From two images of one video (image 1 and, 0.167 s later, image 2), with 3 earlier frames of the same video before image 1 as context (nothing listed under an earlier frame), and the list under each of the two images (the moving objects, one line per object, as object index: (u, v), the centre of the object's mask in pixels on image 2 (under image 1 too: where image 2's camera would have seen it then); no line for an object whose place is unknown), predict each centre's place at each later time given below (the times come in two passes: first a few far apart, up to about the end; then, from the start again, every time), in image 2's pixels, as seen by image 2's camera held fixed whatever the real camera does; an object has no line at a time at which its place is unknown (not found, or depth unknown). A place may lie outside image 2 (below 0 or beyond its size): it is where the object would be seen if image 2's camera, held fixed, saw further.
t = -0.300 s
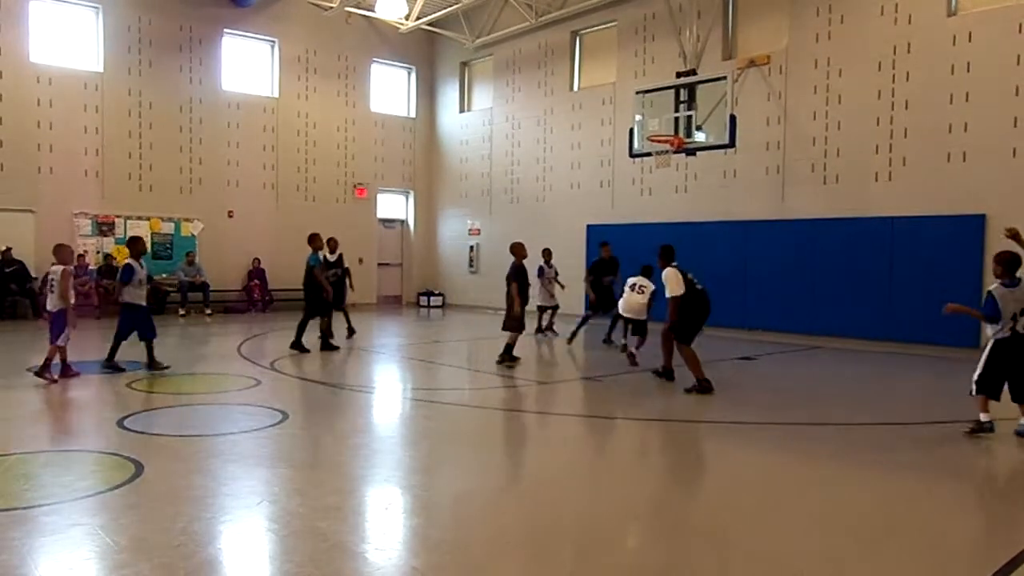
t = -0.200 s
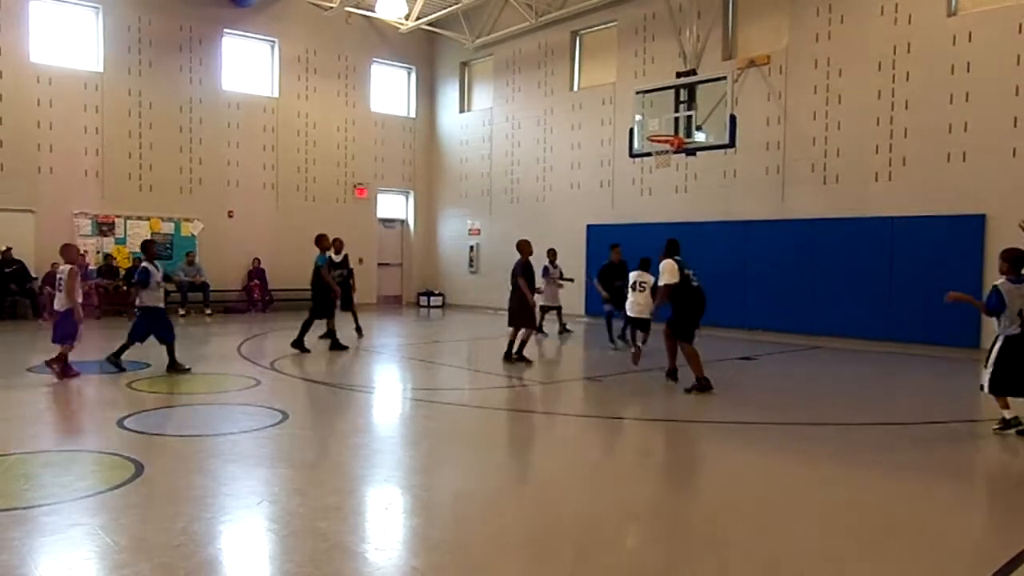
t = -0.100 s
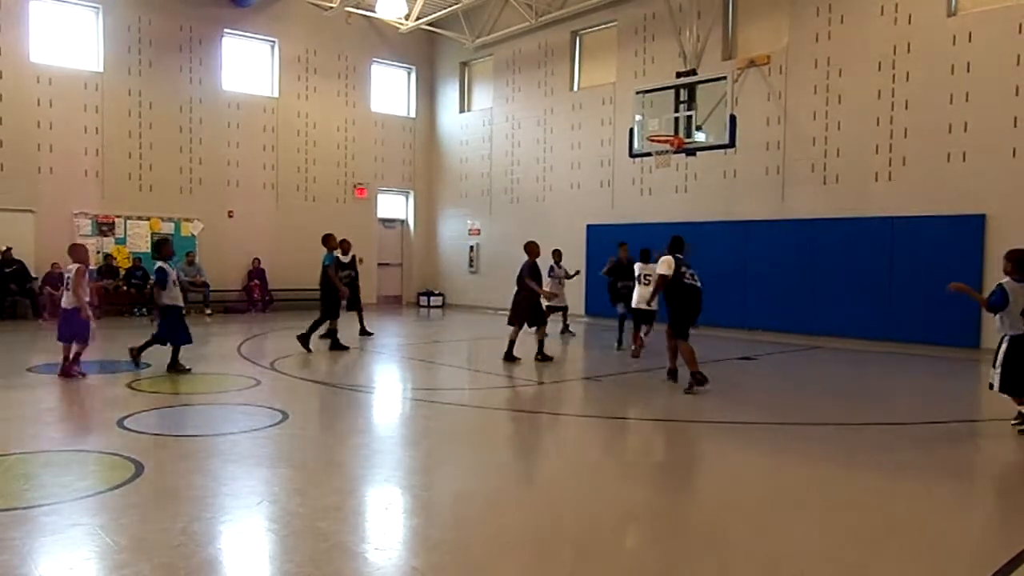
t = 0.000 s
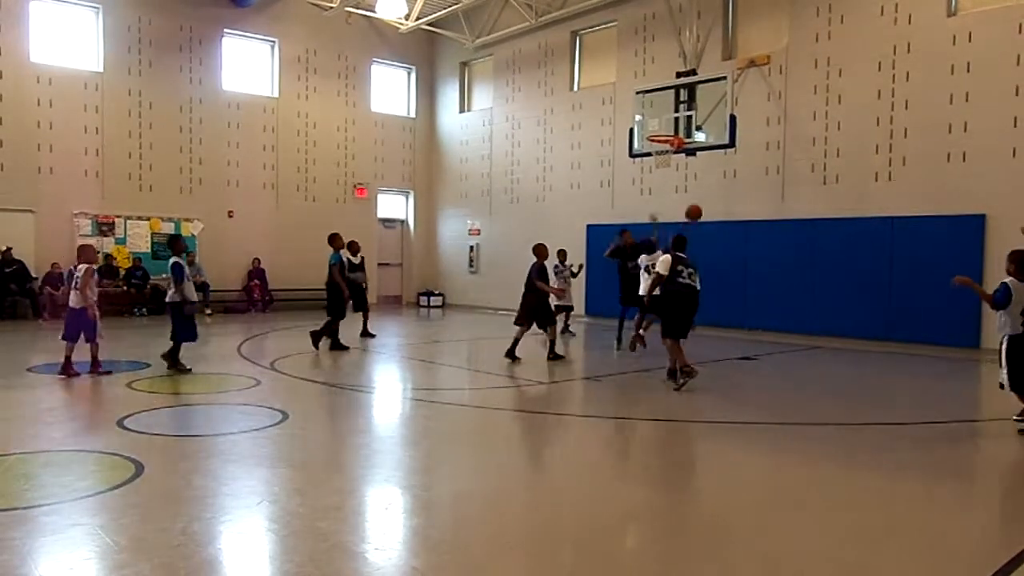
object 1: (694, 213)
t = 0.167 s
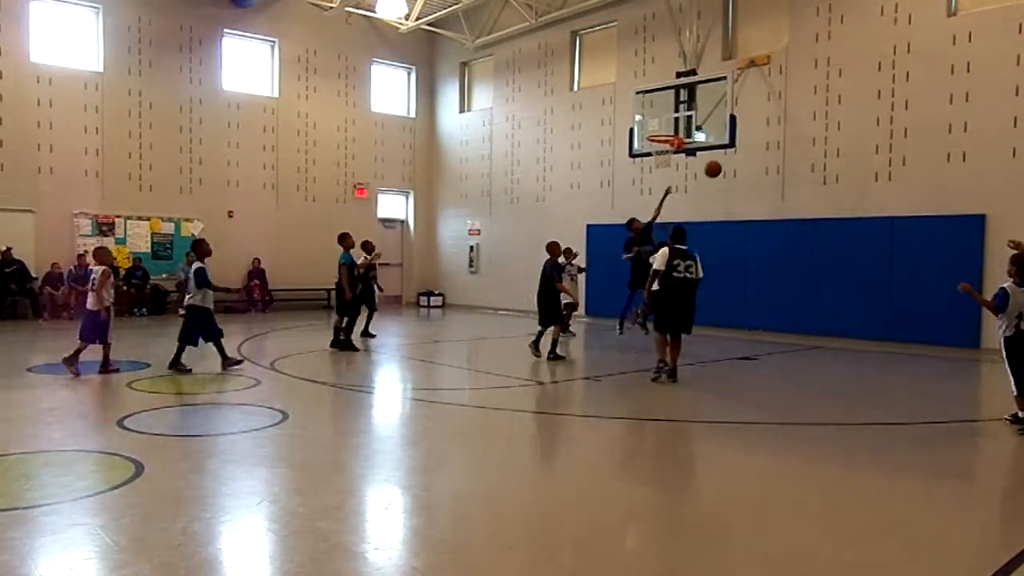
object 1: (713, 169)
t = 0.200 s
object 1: (717, 163)
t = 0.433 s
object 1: (742, 144)
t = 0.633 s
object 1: (760, 158)
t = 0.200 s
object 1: (717, 163)
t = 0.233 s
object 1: (721, 158)
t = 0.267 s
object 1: (724, 154)
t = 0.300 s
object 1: (728, 150)
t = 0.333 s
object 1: (731, 148)
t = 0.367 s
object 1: (735, 145)
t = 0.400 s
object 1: (738, 144)
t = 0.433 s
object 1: (742, 144)
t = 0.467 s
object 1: (745, 145)
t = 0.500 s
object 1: (748, 146)
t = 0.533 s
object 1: (751, 148)
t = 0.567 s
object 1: (754, 151)
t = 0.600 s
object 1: (757, 154)
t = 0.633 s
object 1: (760, 158)
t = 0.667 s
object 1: (763, 163)
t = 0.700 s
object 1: (766, 168)
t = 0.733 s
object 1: (768, 175)
